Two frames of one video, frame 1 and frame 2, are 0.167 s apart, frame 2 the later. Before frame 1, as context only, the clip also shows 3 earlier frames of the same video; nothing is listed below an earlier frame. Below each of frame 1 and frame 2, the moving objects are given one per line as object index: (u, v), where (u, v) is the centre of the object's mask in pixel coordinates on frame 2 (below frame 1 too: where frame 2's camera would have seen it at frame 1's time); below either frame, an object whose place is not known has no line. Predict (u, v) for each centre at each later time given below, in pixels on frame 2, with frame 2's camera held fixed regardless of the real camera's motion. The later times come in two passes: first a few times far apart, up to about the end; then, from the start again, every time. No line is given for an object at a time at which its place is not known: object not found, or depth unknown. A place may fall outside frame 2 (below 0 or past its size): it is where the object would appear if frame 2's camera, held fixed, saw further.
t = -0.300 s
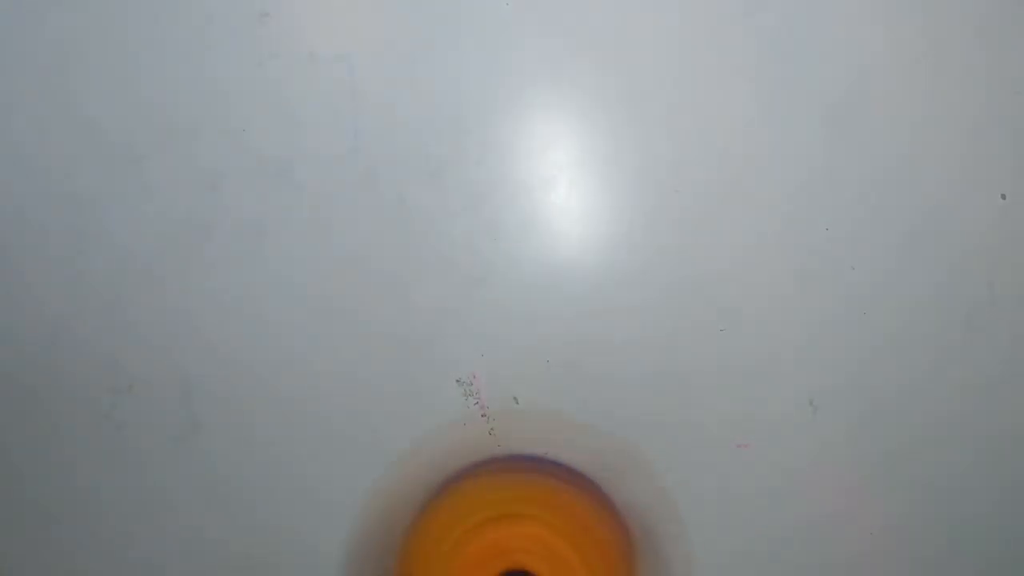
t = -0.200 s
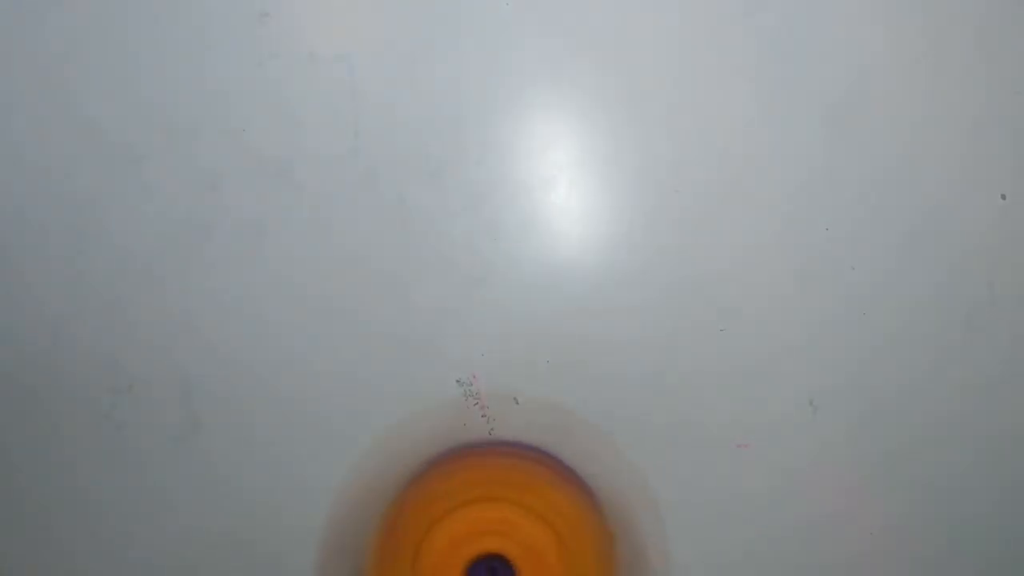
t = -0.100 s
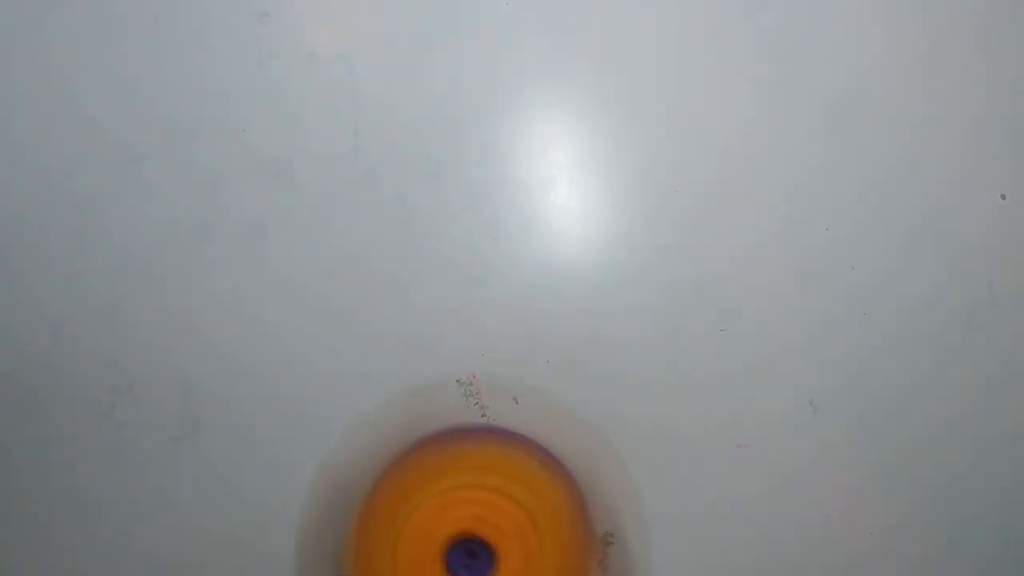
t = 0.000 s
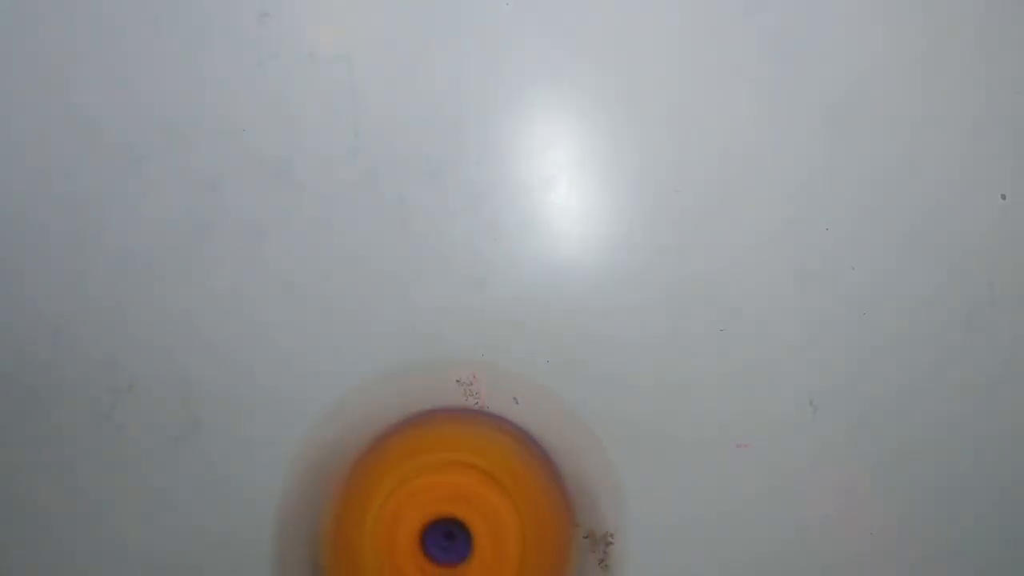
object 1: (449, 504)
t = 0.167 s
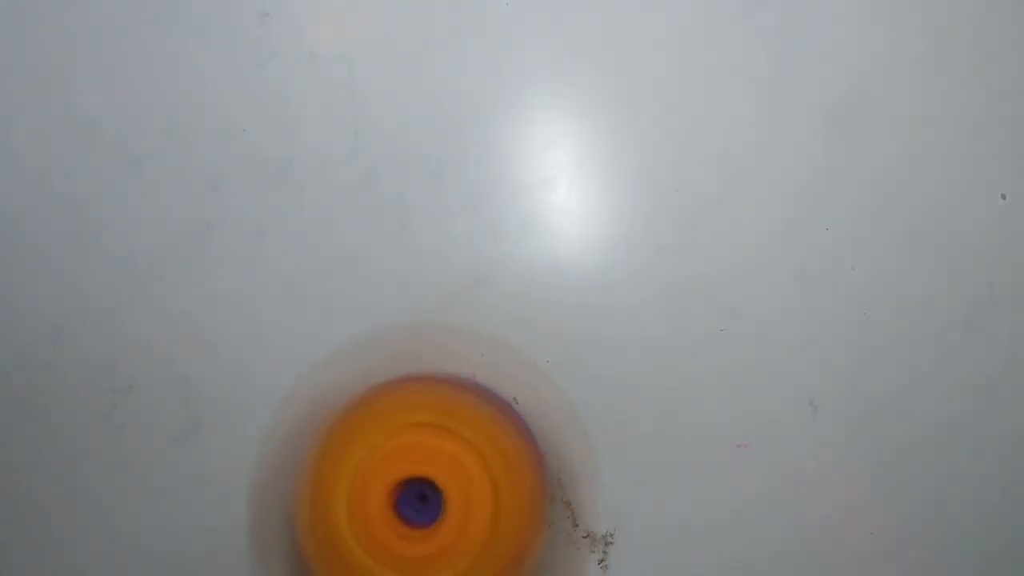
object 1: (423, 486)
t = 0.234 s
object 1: (415, 478)
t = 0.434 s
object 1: (394, 443)
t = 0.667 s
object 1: (382, 386)
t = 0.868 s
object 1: (384, 336)
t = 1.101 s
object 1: (396, 281)
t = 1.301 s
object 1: (417, 239)
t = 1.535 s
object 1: (454, 196)
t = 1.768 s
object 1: (506, 169)
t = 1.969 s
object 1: (554, 153)
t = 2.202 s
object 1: (611, 154)
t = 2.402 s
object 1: (654, 168)
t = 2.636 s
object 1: (701, 193)
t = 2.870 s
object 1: (737, 232)
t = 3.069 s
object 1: (749, 264)
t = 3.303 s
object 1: (751, 297)
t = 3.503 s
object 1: (752, 316)
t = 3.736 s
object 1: (752, 340)
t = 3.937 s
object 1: (754, 354)
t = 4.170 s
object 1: (752, 369)
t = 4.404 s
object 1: (749, 379)
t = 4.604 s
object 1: (746, 383)
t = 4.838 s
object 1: (744, 384)
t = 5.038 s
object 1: (743, 381)
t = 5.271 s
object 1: (744, 376)
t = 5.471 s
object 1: (745, 369)
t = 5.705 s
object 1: (746, 357)
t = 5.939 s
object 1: (750, 342)
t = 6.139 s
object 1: (754, 321)
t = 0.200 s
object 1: (418, 482)
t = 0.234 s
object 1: (415, 478)
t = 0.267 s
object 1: (409, 474)
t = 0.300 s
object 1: (405, 469)
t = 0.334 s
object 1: (400, 463)
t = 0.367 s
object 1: (398, 457)
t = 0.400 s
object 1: (395, 452)
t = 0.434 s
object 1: (394, 443)
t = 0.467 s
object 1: (391, 435)
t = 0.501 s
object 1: (391, 428)
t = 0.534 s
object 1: (387, 419)
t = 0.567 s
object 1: (387, 412)
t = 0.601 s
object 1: (385, 403)
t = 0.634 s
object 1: (384, 395)
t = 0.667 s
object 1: (382, 386)
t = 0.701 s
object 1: (382, 378)
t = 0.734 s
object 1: (381, 368)
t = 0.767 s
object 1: (381, 360)
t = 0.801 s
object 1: (382, 351)
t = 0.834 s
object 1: (383, 344)
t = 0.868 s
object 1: (384, 336)
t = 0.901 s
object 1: (384, 330)
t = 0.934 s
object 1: (387, 323)
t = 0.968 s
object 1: (388, 313)
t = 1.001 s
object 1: (389, 306)
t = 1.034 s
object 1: (390, 298)
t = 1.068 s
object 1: (393, 290)
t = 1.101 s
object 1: (396, 281)
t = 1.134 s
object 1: (399, 276)
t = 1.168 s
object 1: (403, 268)
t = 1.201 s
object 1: (405, 262)
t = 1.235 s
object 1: (409, 256)
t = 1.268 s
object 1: (412, 246)
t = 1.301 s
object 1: (417, 239)
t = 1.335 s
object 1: (423, 231)
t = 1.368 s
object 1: (426, 226)
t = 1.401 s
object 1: (433, 222)
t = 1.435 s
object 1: (436, 215)
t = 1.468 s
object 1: (442, 208)
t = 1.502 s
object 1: (450, 201)
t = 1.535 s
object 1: (454, 196)
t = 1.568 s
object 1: (464, 190)
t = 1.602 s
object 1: (467, 189)
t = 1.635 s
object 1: (475, 183)
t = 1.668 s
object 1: (485, 176)
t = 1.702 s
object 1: (490, 173)
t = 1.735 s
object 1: (498, 172)
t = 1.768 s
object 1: (506, 169)
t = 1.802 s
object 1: (514, 165)
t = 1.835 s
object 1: (520, 161)
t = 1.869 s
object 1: (529, 160)
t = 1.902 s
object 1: (539, 159)
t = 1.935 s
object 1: (546, 156)
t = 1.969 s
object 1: (554, 153)
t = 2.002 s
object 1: (564, 152)
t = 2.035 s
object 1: (572, 152)
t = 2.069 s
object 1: (579, 153)
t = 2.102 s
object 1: (585, 151)
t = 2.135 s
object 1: (593, 152)
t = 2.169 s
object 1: (603, 155)
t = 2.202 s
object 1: (611, 154)
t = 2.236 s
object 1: (618, 155)
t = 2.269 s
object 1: (626, 157)
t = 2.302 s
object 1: (634, 159)
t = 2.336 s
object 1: (641, 161)
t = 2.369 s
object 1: (649, 163)
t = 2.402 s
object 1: (654, 168)
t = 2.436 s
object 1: (661, 171)
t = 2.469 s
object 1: (670, 174)
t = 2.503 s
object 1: (676, 177)
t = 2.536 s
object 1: (682, 181)
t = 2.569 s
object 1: (689, 186)
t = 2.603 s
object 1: (694, 189)
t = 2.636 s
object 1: (701, 193)
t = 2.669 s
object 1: (705, 199)
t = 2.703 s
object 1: (710, 202)
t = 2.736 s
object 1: (716, 207)
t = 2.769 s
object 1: (723, 212)
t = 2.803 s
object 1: (728, 218)
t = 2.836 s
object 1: (732, 225)
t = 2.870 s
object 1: (737, 232)
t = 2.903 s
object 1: (740, 239)
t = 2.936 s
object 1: (743, 245)
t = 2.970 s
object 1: (745, 251)
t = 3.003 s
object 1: (746, 256)
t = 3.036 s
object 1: (747, 260)
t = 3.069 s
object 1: (749, 264)
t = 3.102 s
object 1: (748, 270)
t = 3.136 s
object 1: (749, 273)
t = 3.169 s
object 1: (750, 278)
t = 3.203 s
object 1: (749, 283)
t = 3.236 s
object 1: (750, 287)
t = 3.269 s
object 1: (751, 292)
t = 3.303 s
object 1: (751, 297)
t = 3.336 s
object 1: (752, 300)
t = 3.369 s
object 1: (753, 305)
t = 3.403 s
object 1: (751, 307)
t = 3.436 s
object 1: (753, 310)
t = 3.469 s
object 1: (753, 313)
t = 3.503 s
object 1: (752, 316)
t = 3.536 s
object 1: (753, 321)
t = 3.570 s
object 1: (754, 324)
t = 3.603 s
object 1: (754, 327)
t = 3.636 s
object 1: (753, 331)
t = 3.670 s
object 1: (753, 335)
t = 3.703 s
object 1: (754, 337)
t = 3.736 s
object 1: (752, 340)
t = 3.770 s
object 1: (754, 341)
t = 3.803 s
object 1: (755, 343)
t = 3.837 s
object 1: (753, 346)
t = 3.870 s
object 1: (754, 349)
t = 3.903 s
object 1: (754, 352)
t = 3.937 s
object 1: (754, 354)
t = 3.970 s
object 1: (752, 358)
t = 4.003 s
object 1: (754, 360)
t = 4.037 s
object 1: (754, 363)
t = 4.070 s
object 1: (752, 364)
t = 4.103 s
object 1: (753, 366)
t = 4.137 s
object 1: (753, 367)
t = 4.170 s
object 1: (752, 369)
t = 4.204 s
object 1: (752, 371)
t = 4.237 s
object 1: (752, 373)
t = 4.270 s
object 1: (752, 374)
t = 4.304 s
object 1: (748, 376)
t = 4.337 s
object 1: (750, 377)
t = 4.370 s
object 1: (748, 380)
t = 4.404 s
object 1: (749, 379)
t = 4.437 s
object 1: (746, 381)
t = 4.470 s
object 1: (748, 381)
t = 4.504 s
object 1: (747, 382)
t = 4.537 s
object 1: (747, 382)
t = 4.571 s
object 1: (746, 385)
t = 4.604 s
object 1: (746, 383)
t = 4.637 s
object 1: (746, 384)
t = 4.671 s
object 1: (743, 384)
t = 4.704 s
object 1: (744, 385)
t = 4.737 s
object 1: (741, 386)
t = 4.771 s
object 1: (744, 384)
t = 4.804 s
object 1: (740, 385)
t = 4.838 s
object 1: (744, 384)
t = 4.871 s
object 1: (742, 384)
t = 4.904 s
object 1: (743, 383)
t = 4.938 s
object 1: (741, 384)
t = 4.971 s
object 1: (743, 382)
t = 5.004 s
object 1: (743, 382)
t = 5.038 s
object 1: (743, 381)
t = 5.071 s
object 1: (742, 382)
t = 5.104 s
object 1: (743, 380)
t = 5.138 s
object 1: (744, 379)
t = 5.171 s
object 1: (742, 378)
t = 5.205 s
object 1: (742, 378)
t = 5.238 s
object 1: (742, 376)
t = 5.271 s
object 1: (744, 376)
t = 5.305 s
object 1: (742, 375)
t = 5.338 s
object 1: (744, 374)
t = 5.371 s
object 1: (744, 372)
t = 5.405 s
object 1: (745, 371)
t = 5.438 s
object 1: (744, 369)
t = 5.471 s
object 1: (745, 369)
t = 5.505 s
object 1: (746, 367)
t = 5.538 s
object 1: (746, 367)
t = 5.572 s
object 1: (746, 364)
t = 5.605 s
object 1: (746, 363)
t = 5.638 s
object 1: (746, 360)
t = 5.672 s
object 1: (748, 360)
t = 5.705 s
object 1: (746, 357)
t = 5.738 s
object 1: (746, 356)
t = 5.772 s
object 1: (748, 352)
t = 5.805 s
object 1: (748, 351)
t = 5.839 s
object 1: (749, 347)
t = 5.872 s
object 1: (747, 347)
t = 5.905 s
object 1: (751, 342)
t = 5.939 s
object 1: (750, 342)
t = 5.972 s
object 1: (752, 336)
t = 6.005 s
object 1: (751, 333)
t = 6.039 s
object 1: (754, 330)
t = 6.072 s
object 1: (754, 327)
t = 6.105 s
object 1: (757, 324)
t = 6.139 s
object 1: (754, 321)
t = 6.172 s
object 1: (759, 318)
